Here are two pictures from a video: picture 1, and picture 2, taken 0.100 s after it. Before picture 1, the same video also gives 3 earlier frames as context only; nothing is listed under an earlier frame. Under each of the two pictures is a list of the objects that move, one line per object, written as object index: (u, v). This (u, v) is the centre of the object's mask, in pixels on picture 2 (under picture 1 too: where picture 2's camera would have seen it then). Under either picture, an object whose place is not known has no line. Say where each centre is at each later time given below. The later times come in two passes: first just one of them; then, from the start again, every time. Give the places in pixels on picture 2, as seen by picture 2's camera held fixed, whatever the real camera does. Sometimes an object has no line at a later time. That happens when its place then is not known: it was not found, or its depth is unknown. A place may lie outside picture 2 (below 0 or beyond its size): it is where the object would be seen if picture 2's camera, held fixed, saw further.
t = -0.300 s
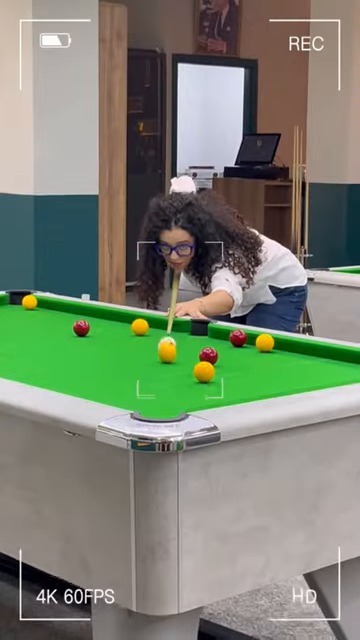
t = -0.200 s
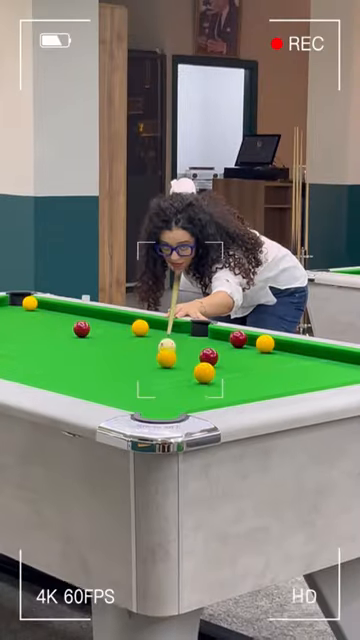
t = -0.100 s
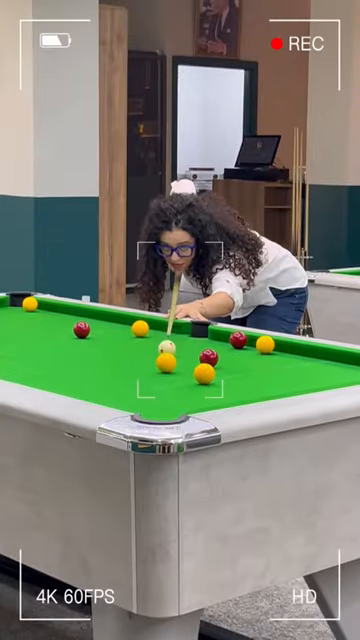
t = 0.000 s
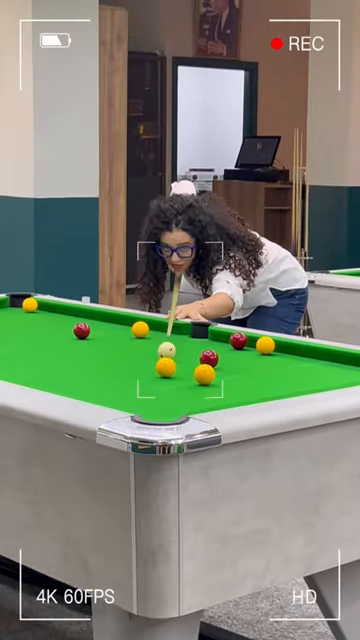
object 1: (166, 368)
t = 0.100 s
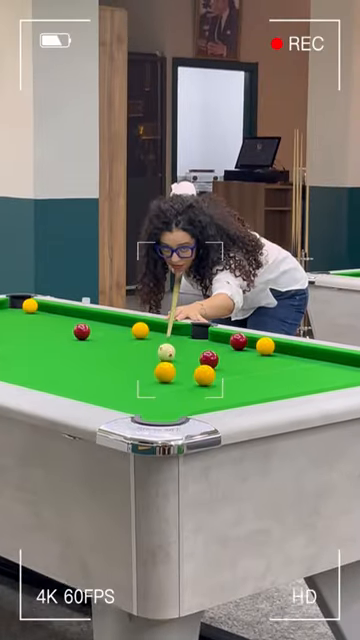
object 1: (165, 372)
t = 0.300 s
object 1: (164, 380)
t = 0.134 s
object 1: (165, 373)
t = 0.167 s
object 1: (165, 374)
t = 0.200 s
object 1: (165, 376)
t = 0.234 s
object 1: (164, 377)
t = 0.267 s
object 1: (164, 379)
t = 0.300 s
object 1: (164, 380)
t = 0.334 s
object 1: (164, 382)
